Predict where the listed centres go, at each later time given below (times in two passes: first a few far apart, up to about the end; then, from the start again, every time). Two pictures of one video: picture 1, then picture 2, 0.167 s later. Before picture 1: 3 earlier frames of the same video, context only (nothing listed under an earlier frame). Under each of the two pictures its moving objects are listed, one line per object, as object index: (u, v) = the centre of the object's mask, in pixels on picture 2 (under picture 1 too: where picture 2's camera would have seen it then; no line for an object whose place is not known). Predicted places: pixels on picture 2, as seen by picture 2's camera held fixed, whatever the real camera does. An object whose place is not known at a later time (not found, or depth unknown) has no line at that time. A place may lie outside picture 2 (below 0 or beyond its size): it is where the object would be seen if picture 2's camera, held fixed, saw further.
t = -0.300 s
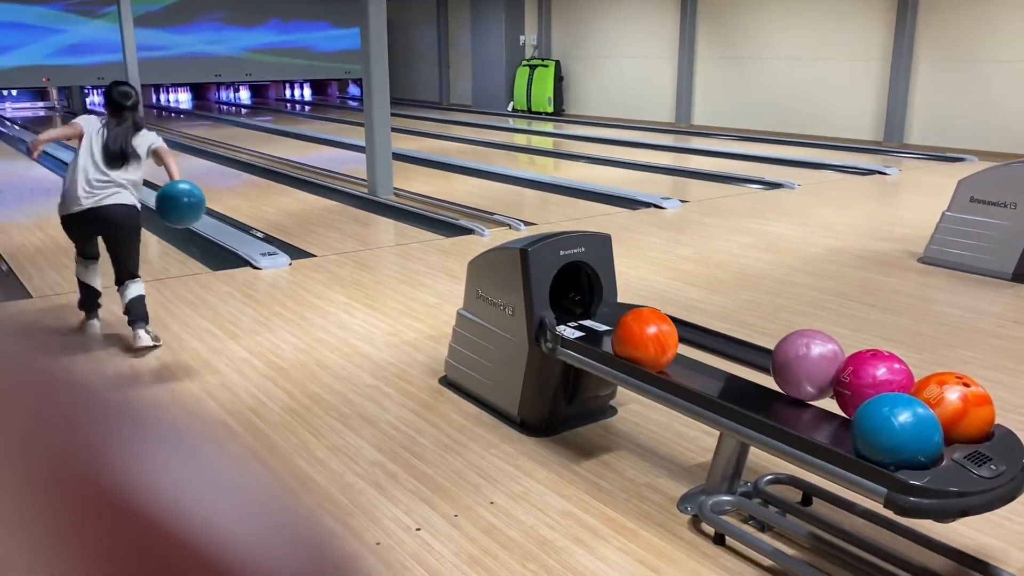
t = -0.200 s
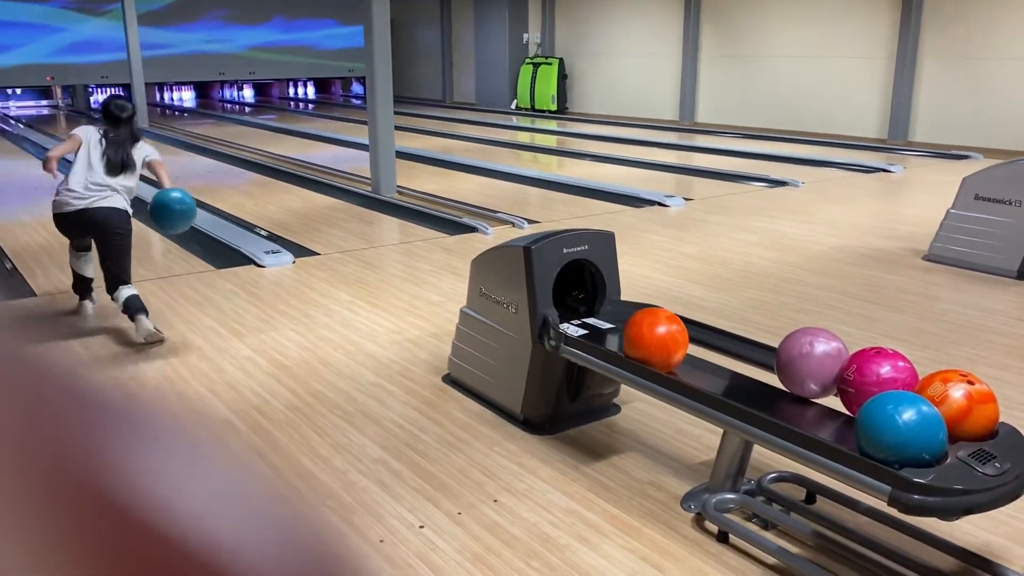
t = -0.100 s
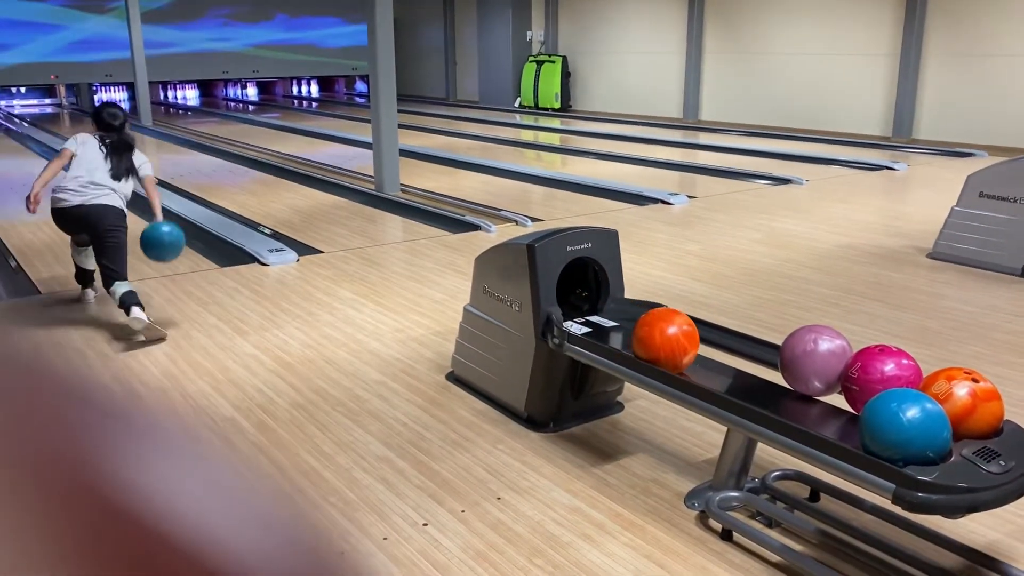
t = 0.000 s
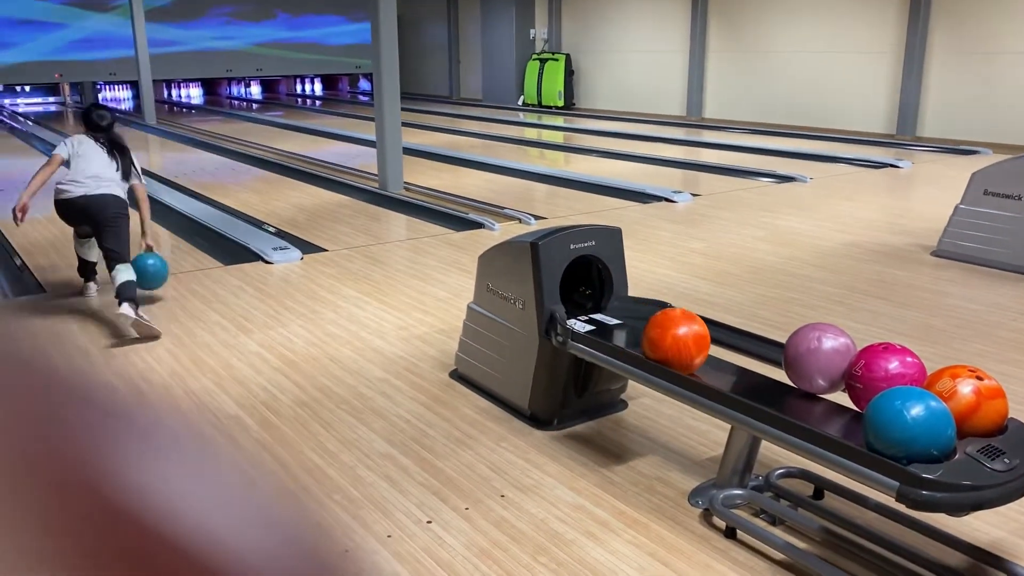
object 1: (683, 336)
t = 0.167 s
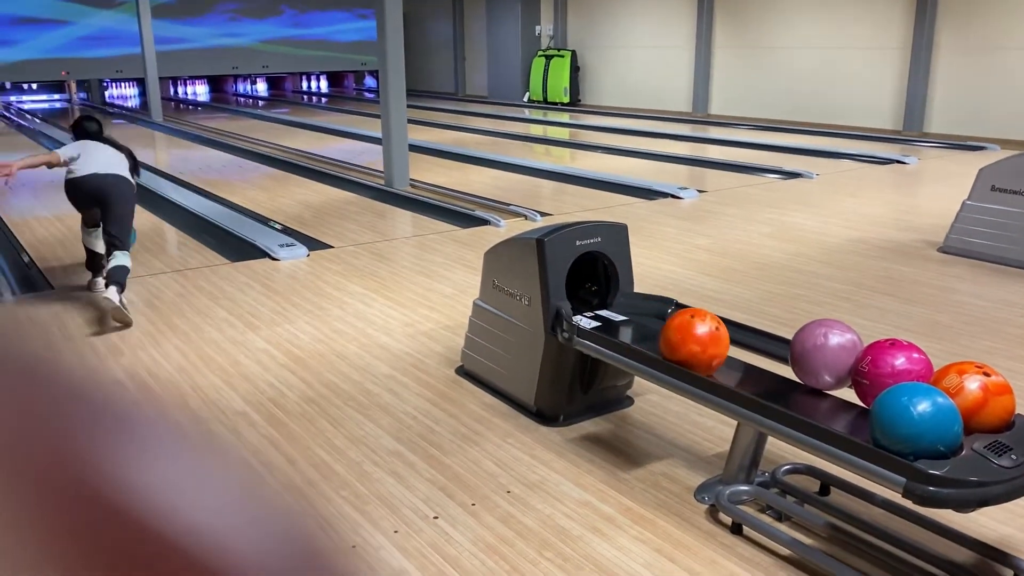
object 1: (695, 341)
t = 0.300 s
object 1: (706, 344)
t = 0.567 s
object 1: (728, 353)
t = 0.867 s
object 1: (755, 363)
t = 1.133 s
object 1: (782, 373)
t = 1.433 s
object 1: (816, 386)
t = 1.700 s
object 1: (837, 394)
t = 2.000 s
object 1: (838, 394)
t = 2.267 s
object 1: (837, 394)
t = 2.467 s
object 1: (838, 394)
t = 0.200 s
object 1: (698, 341)
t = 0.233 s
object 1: (700, 343)
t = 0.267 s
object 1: (703, 343)
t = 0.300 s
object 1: (706, 344)
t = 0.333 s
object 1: (708, 346)
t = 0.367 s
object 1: (711, 346)
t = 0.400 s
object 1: (714, 348)
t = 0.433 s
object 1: (716, 349)
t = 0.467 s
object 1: (719, 350)
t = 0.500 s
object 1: (722, 351)
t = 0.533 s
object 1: (725, 352)
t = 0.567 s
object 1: (728, 353)
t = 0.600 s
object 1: (731, 354)
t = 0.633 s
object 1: (733, 355)
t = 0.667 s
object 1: (736, 356)
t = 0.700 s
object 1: (739, 357)
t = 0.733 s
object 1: (742, 359)
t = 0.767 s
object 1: (746, 360)
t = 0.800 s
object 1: (749, 361)
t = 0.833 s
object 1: (752, 362)
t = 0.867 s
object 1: (755, 363)
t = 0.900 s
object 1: (758, 365)
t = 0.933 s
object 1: (762, 366)
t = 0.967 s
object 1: (765, 367)
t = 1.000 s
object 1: (768, 368)
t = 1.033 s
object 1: (772, 370)
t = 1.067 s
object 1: (775, 371)
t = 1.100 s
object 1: (778, 372)
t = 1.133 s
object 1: (782, 373)
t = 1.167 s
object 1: (786, 375)
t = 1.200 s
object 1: (789, 376)
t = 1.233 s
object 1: (793, 377)
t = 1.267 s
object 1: (797, 379)
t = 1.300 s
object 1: (801, 380)
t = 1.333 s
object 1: (805, 382)
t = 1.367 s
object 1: (808, 383)
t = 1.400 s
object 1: (812, 385)
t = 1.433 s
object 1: (816, 386)
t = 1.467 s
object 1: (821, 387)
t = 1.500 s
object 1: (825, 390)
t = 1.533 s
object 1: (829, 391)
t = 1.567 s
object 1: (833, 393)
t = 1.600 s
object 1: (837, 394)
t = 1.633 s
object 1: (837, 394)
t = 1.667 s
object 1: (837, 394)
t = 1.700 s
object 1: (837, 394)
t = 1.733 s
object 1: (837, 394)
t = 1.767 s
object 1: (838, 394)
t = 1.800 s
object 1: (838, 394)
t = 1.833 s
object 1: (838, 394)
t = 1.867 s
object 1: (837, 394)
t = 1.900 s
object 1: (838, 394)
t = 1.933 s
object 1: (838, 394)
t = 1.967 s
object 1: (838, 394)
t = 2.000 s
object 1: (838, 394)
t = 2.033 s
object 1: (838, 394)
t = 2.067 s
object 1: (838, 394)
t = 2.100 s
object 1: (838, 394)
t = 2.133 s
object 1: (838, 394)
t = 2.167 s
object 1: (838, 394)
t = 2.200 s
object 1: (838, 394)
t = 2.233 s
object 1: (837, 394)
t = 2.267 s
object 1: (837, 394)
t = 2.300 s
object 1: (837, 394)
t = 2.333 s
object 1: (837, 394)
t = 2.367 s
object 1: (838, 394)
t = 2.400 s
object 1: (837, 394)
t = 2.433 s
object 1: (838, 394)
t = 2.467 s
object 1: (838, 394)
